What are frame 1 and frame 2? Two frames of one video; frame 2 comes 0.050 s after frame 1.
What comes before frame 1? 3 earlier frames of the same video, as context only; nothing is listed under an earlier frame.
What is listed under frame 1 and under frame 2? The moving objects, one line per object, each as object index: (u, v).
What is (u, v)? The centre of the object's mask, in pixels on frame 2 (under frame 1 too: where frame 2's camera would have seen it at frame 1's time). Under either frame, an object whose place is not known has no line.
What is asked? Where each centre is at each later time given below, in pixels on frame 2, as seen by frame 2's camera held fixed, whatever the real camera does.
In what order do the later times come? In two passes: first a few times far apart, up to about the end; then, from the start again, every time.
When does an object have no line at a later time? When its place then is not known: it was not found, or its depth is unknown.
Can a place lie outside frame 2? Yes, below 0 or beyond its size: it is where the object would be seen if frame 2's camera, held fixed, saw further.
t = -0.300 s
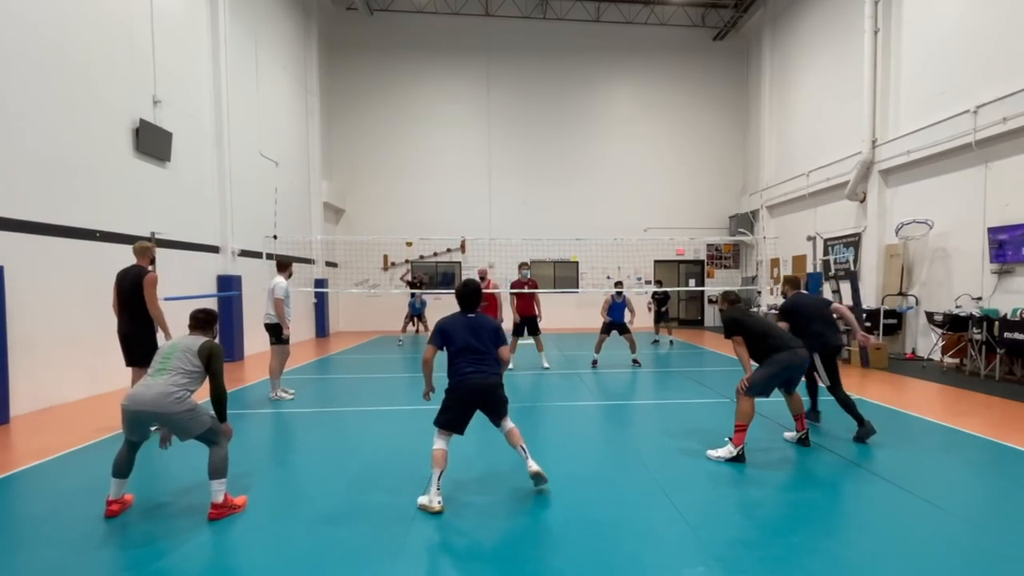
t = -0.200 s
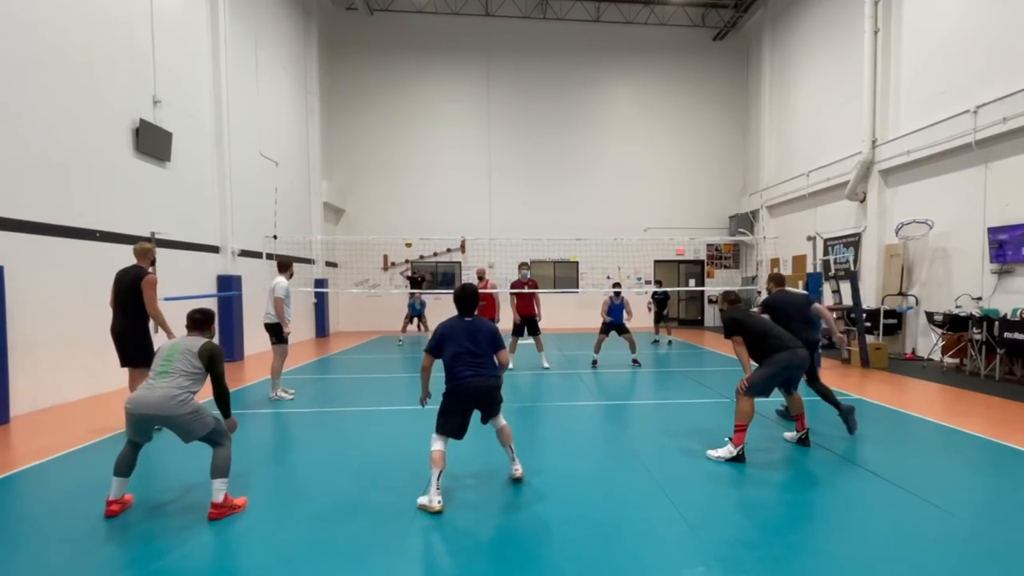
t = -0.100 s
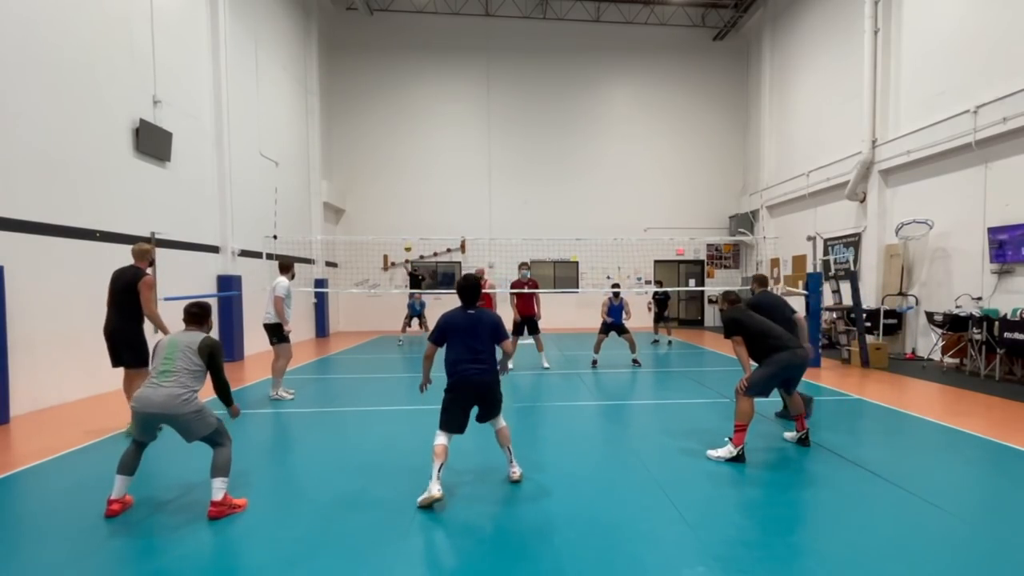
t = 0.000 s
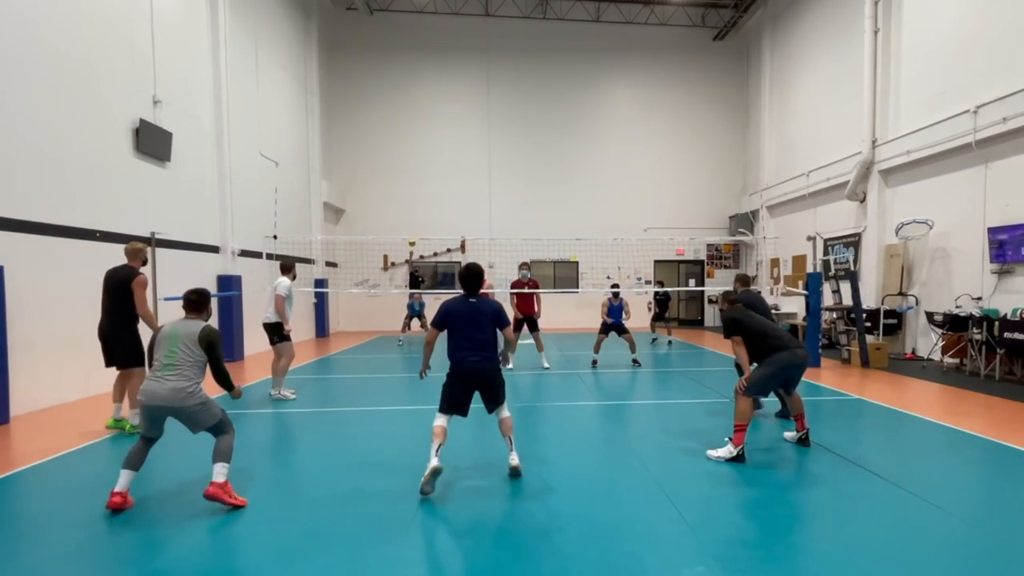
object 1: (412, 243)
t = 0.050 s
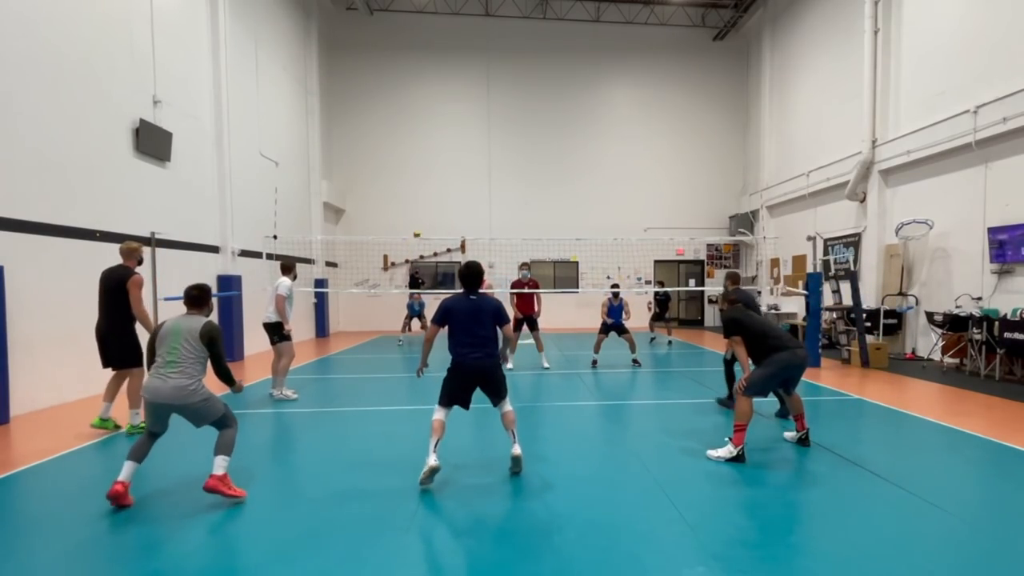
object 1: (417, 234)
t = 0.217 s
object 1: (434, 209)
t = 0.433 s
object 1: (461, 185)
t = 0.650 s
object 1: (496, 179)
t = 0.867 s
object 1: (539, 196)
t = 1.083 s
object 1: (590, 245)
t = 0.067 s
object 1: (418, 231)
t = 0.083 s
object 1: (420, 229)
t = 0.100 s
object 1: (421, 226)
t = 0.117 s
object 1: (423, 223)
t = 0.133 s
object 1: (425, 221)
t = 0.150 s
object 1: (427, 218)
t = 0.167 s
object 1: (428, 216)
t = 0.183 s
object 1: (430, 214)
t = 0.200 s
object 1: (432, 211)
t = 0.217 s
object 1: (434, 209)
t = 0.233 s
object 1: (436, 207)
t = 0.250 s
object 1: (438, 204)
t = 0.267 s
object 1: (440, 202)
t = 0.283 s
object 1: (442, 200)
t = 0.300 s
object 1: (444, 198)
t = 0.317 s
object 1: (446, 197)
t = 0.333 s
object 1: (448, 194)
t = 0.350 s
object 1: (450, 192)
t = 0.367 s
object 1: (452, 191)
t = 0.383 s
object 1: (455, 189)
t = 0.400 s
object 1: (457, 188)
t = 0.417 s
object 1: (459, 186)
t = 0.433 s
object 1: (461, 185)
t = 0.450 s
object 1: (464, 184)
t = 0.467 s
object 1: (466, 183)
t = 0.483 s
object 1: (469, 182)
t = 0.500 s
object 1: (471, 181)
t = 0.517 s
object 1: (474, 180)
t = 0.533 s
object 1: (476, 180)
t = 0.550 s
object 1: (479, 179)
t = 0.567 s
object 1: (481, 179)
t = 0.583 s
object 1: (484, 178)
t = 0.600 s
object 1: (487, 178)
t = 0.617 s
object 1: (490, 178)
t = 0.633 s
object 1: (493, 178)
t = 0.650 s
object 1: (496, 179)
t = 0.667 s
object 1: (499, 179)
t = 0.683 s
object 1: (502, 179)
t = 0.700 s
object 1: (505, 180)
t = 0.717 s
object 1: (508, 181)
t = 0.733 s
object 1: (511, 182)
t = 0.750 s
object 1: (514, 183)
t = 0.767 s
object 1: (518, 184)
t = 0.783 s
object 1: (521, 186)
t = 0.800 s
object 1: (524, 187)
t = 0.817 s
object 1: (528, 189)
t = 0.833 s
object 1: (531, 191)
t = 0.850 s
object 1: (535, 193)
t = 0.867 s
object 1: (539, 196)
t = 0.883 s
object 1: (542, 199)
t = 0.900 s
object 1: (546, 201)
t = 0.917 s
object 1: (550, 204)
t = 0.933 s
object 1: (554, 207)
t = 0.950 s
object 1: (558, 211)
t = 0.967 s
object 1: (561, 214)
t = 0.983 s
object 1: (565, 218)
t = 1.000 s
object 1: (569, 222)
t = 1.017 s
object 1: (573, 226)
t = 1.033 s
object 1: (577, 231)
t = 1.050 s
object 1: (581, 235)
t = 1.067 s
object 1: (586, 240)
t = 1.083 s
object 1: (590, 245)
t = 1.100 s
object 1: (594, 251)
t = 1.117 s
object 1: (598, 257)
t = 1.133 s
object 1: (602, 263)
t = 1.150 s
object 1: (607, 269)
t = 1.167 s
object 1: (612, 275)
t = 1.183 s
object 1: (616, 281)
